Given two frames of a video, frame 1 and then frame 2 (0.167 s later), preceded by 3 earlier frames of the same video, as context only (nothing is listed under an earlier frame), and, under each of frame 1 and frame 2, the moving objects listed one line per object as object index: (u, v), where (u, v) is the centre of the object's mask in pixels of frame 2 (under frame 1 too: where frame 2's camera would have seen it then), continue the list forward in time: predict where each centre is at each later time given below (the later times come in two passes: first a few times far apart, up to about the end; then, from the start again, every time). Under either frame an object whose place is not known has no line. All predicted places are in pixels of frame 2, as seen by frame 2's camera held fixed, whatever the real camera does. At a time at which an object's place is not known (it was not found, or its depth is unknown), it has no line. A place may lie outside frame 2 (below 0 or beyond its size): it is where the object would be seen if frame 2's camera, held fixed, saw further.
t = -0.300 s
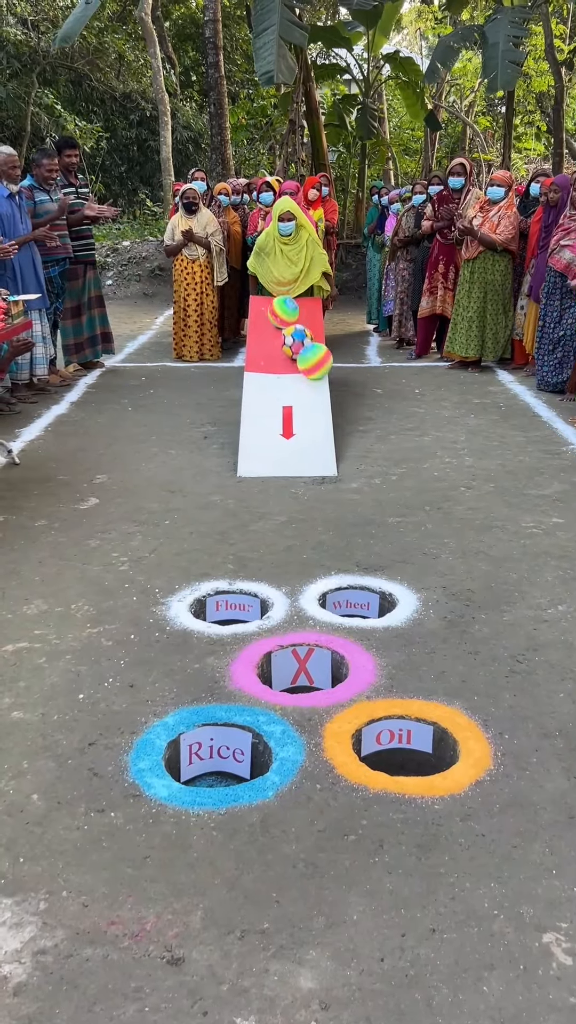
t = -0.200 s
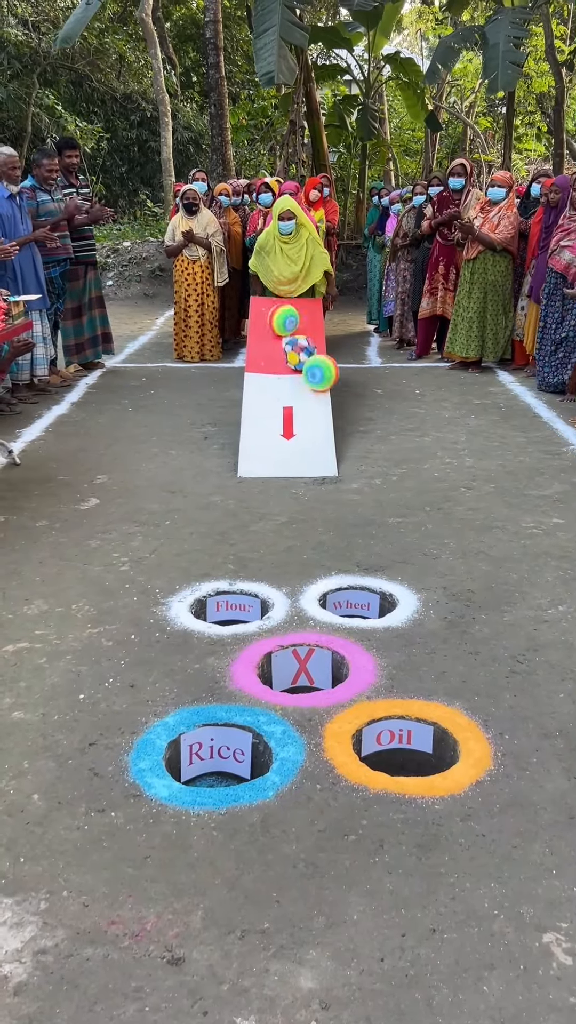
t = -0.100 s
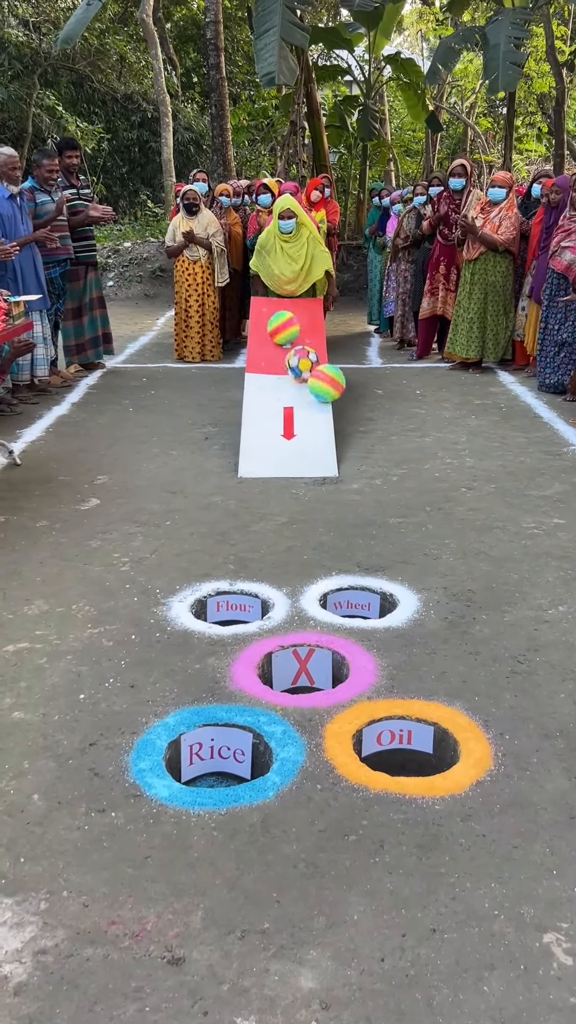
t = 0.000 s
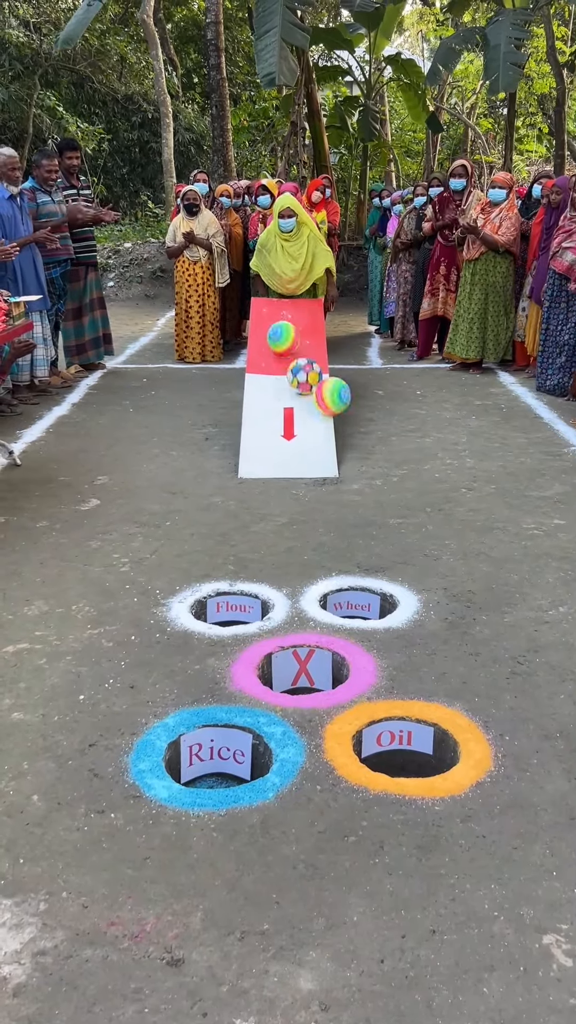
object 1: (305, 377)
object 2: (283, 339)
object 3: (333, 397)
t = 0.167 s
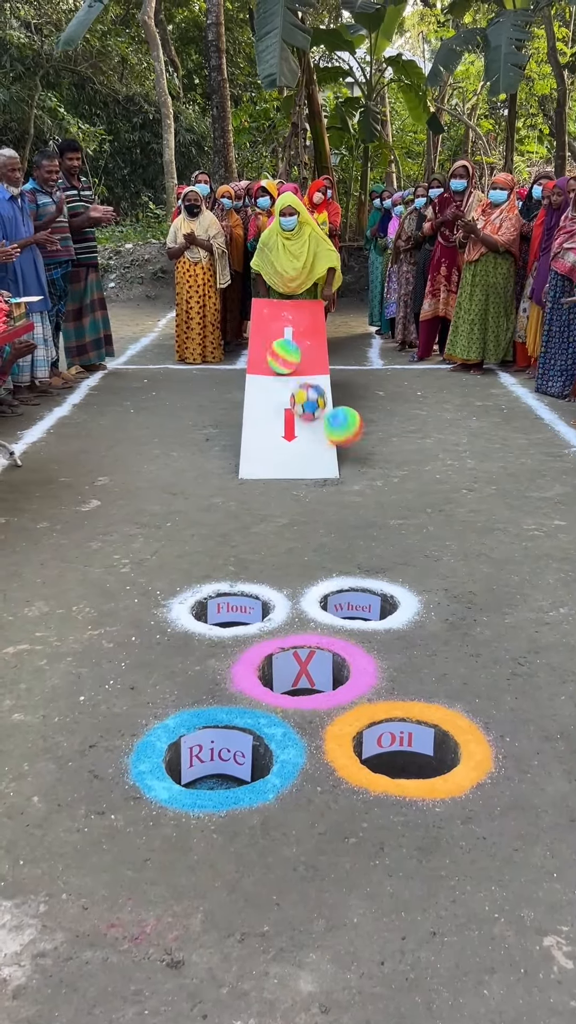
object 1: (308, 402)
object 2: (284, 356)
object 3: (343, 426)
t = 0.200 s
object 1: (309, 407)
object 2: (284, 360)
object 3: (346, 433)
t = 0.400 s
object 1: (312, 443)
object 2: (282, 389)
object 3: (376, 452)
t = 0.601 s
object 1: (315, 474)
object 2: (281, 423)
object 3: (412, 470)
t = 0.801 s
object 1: (314, 499)
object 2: (278, 462)
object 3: (449, 497)
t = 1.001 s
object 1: (318, 526)
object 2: (274, 485)
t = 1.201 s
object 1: (322, 558)
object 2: (268, 516)
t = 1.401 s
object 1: (331, 584)
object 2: (259, 552)
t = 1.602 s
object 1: (341, 624)
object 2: (248, 592)
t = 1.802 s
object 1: (346, 665)
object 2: (206, 595)
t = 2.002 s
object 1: (346, 719)
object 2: (158, 634)
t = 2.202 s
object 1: (343, 783)
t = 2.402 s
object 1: (334, 846)
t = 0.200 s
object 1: (309, 407)
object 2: (284, 360)
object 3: (346, 433)
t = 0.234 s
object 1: (310, 414)
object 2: (285, 365)
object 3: (350, 441)
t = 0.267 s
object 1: (310, 419)
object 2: (284, 370)
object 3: (355, 449)
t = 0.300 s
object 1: (310, 424)
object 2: (283, 374)
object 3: (360, 448)
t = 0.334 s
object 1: (311, 430)
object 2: (283, 379)
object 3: (365, 448)
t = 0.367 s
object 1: (311, 437)
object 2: (283, 383)
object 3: (370, 449)
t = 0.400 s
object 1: (312, 443)
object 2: (282, 389)
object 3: (376, 452)
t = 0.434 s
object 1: (312, 449)
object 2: (282, 394)
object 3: (382, 456)
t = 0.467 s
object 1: (312, 456)
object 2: (282, 400)
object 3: (389, 463)
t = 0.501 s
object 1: (313, 462)
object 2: (282, 404)
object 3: (394, 471)
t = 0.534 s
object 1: (314, 465)
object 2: (282, 410)
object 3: (400, 469)
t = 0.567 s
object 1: (314, 470)
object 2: (282, 417)
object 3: (406, 469)
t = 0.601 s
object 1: (315, 474)
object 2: (281, 423)
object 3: (412, 470)
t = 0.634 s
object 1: (315, 477)
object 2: (280, 430)
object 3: (418, 474)
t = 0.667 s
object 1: (315, 482)
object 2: (279, 436)
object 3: (423, 481)
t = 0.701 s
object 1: (315, 484)
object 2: (279, 443)
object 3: (429, 488)
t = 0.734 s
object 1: (315, 489)
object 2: (278, 450)
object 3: (434, 492)
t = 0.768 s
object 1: (315, 494)
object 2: (278, 456)
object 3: (441, 494)
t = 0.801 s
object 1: (314, 499)
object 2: (278, 462)
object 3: (449, 497)
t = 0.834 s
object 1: (315, 504)
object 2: (277, 464)
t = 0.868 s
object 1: (315, 508)
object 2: (277, 468)
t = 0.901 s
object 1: (316, 513)
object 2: (276, 473)
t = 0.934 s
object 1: (317, 518)
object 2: (275, 480)
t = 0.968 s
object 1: (318, 521)
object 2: (274, 481)
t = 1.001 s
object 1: (318, 526)
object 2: (274, 485)
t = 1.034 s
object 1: (319, 531)
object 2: (273, 491)
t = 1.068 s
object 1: (319, 536)
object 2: (272, 497)
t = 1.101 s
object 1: (320, 541)
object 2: (271, 500)
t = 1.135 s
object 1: (321, 546)
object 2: (270, 503)
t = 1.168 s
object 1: (321, 554)
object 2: (269, 509)
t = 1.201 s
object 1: (322, 558)
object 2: (268, 516)
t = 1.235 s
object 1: (322, 565)
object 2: (266, 522)
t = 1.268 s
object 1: (323, 572)
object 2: (264, 528)
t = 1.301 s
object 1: (325, 578)
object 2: (263, 533)
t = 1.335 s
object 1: (327, 582)
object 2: (261, 540)
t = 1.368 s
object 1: (329, 582)
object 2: (260, 546)
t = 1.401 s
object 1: (331, 584)
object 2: (259, 552)
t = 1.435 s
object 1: (332, 588)
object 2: (258, 559)
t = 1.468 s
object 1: (334, 593)
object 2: (256, 562)
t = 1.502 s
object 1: (336, 601)
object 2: (255, 568)
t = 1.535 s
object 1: (337, 614)
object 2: (254, 576)
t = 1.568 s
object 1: (339, 620)
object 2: (252, 587)
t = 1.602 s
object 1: (341, 624)
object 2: (248, 592)
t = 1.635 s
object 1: (342, 634)
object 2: (241, 585)
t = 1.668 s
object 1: (345, 647)
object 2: (234, 581)
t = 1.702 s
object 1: (346, 653)
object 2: (227, 581)
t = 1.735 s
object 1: (347, 654)
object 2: (220, 583)
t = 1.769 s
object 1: (347, 659)
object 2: (213, 588)
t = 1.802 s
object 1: (346, 665)
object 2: (206, 595)
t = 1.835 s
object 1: (347, 674)
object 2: (199, 605)
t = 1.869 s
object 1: (346, 686)
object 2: (192, 617)
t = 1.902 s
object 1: (346, 694)
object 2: (185, 632)
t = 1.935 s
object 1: (346, 700)
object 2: (176, 633)
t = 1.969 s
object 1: (346, 709)
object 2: (167, 632)
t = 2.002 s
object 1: (346, 719)
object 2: (158, 634)
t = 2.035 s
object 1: (346, 725)
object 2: (148, 641)
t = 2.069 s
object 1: (347, 733)
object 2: (139, 649)
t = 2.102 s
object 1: (347, 747)
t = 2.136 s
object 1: (346, 758)
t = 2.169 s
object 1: (344, 768)
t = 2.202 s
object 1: (343, 783)
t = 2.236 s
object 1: (342, 792)
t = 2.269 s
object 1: (340, 802)
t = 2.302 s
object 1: (339, 815)
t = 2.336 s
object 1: (337, 828)
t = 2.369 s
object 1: (336, 835)
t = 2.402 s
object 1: (334, 846)
